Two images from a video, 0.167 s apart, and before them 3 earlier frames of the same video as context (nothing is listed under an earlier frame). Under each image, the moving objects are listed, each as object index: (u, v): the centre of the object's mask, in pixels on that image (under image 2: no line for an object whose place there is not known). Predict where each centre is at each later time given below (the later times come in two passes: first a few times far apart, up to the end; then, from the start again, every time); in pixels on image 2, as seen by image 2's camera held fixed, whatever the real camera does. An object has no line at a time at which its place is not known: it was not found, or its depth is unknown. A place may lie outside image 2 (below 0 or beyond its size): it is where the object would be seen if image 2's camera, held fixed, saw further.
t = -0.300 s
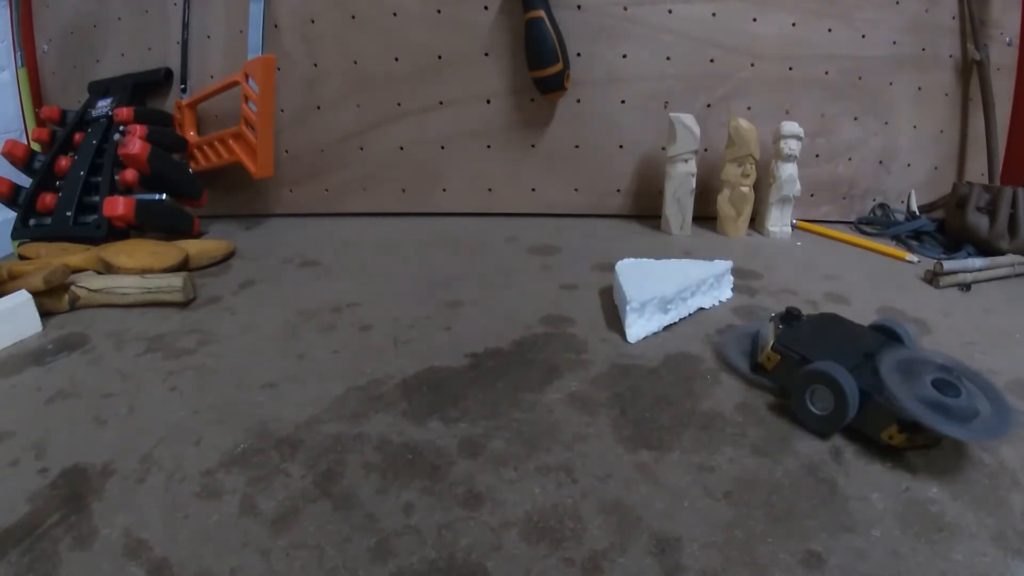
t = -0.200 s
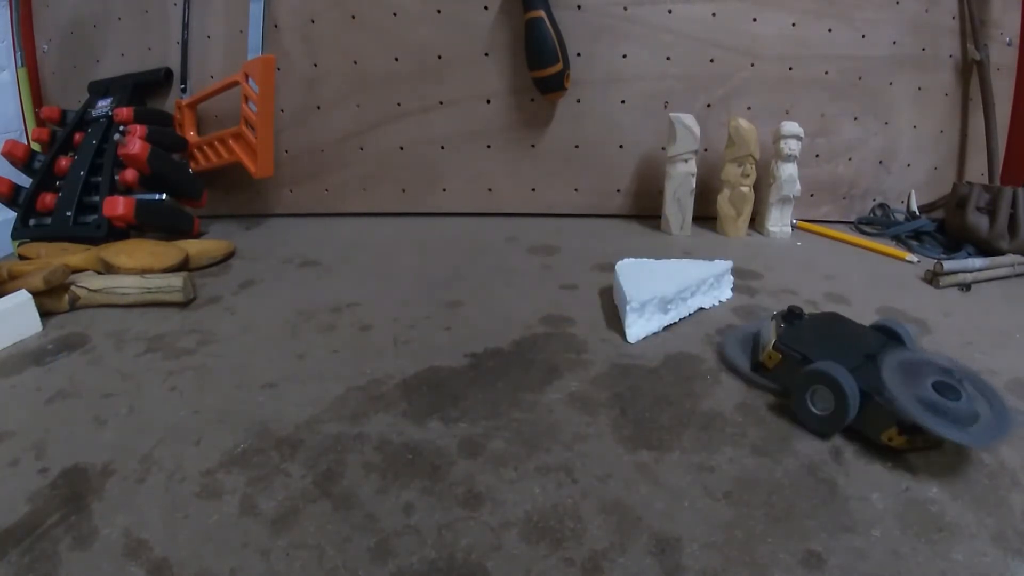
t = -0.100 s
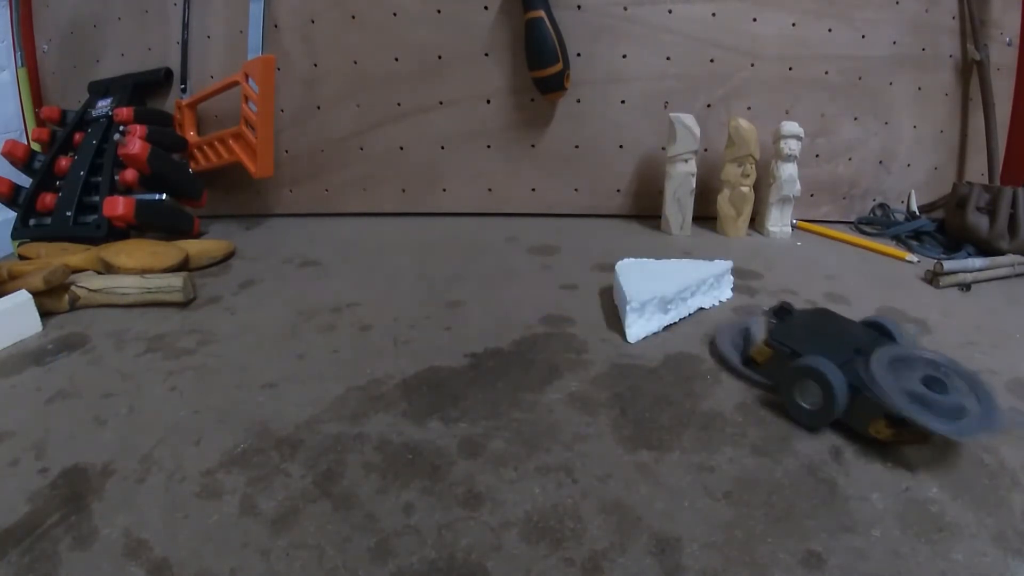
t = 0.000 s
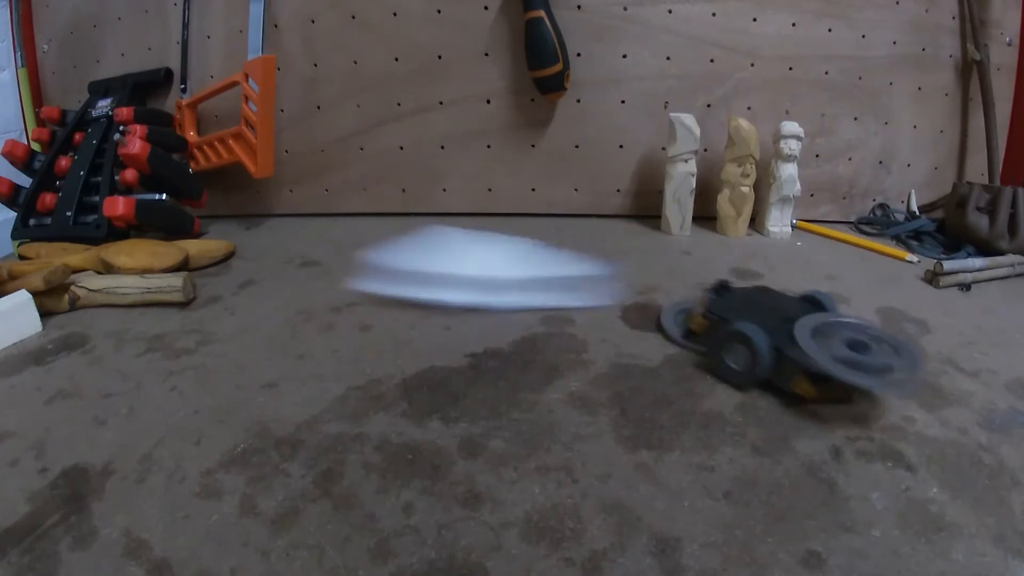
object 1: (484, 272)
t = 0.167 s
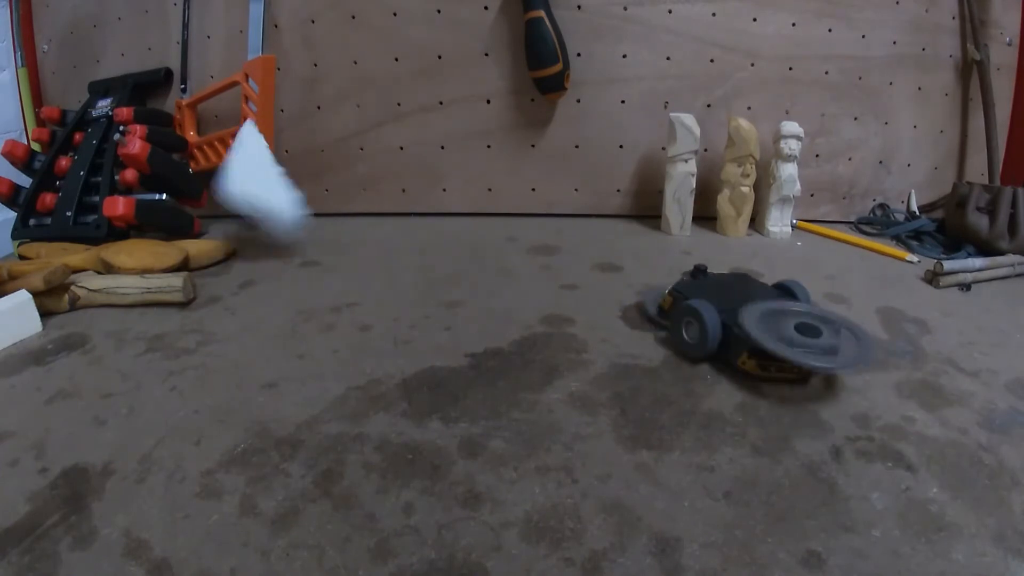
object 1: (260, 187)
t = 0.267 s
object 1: (341, 230)
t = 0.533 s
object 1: (355, 233)
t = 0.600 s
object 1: (355, 233)
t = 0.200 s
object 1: (292, 194)
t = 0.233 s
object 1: (311, 217)
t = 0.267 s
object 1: (341, 230)
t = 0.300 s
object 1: (347, 223)
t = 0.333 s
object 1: (352, 222)
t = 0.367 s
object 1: (356, 228)
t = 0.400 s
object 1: (355, 231)
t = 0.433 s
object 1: (355, 233)
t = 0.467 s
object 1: (355, 233)
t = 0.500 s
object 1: (355, 233)
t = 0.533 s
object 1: (355, 233)
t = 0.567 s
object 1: (355, 233)
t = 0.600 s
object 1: (355, 233)
